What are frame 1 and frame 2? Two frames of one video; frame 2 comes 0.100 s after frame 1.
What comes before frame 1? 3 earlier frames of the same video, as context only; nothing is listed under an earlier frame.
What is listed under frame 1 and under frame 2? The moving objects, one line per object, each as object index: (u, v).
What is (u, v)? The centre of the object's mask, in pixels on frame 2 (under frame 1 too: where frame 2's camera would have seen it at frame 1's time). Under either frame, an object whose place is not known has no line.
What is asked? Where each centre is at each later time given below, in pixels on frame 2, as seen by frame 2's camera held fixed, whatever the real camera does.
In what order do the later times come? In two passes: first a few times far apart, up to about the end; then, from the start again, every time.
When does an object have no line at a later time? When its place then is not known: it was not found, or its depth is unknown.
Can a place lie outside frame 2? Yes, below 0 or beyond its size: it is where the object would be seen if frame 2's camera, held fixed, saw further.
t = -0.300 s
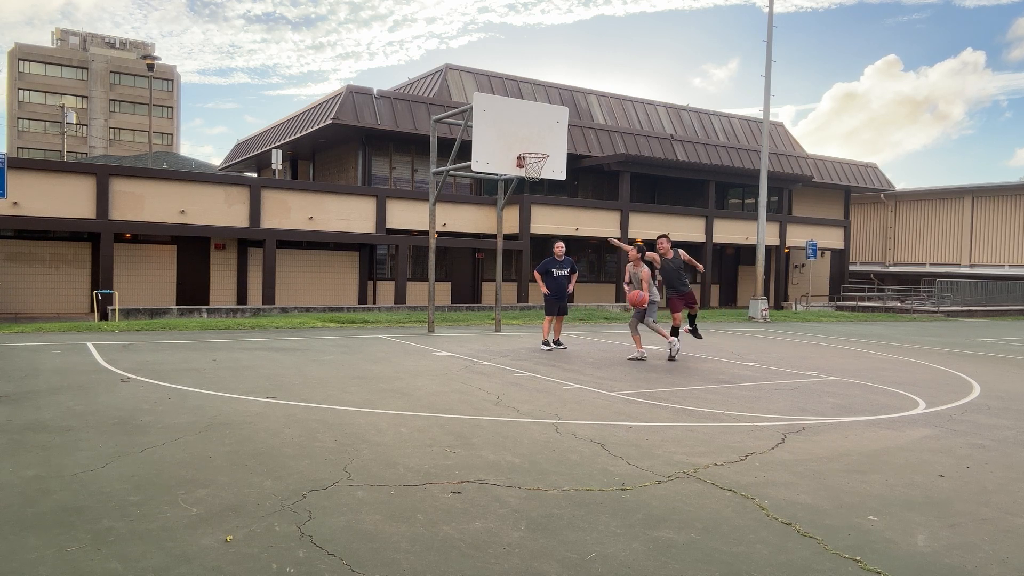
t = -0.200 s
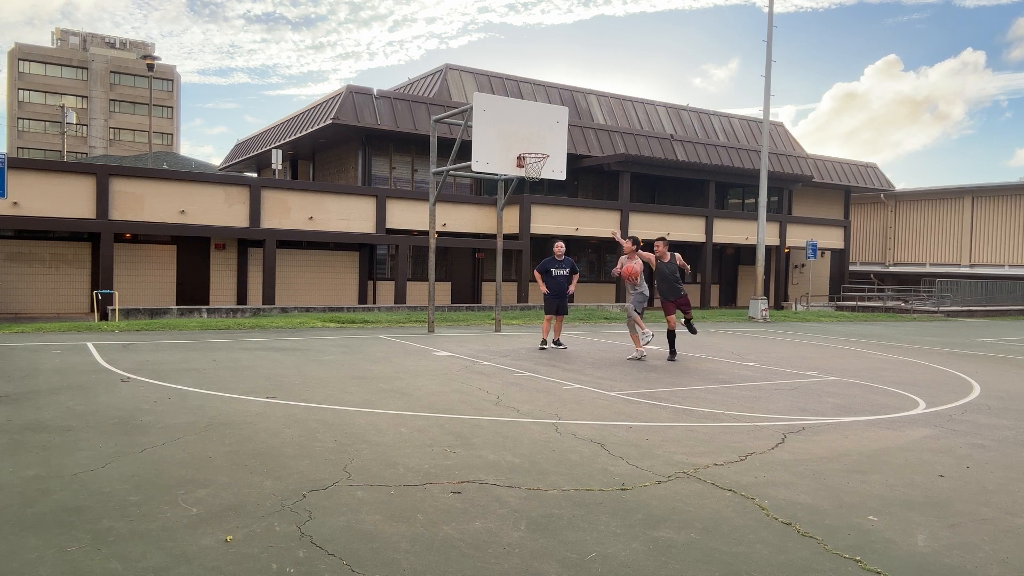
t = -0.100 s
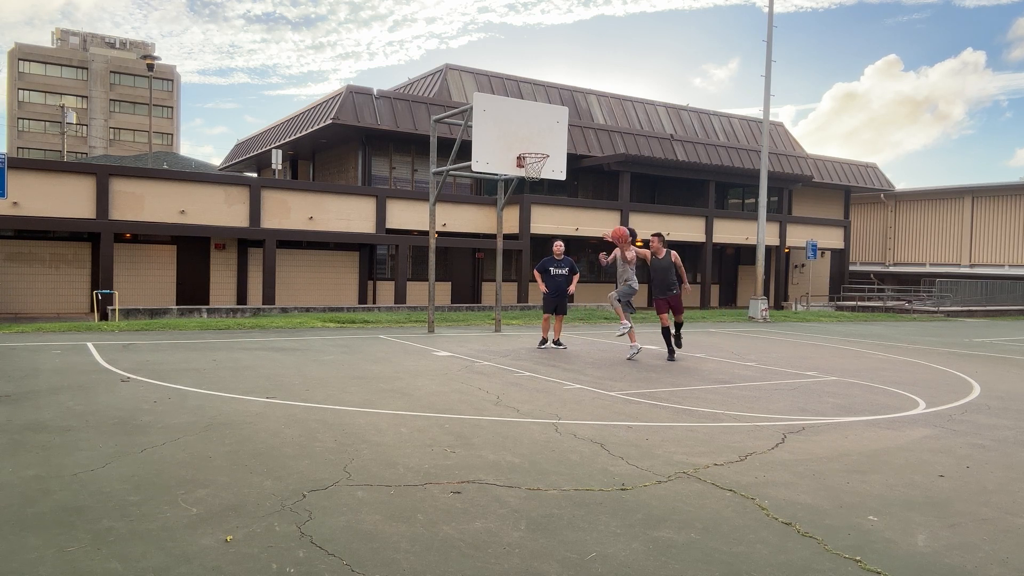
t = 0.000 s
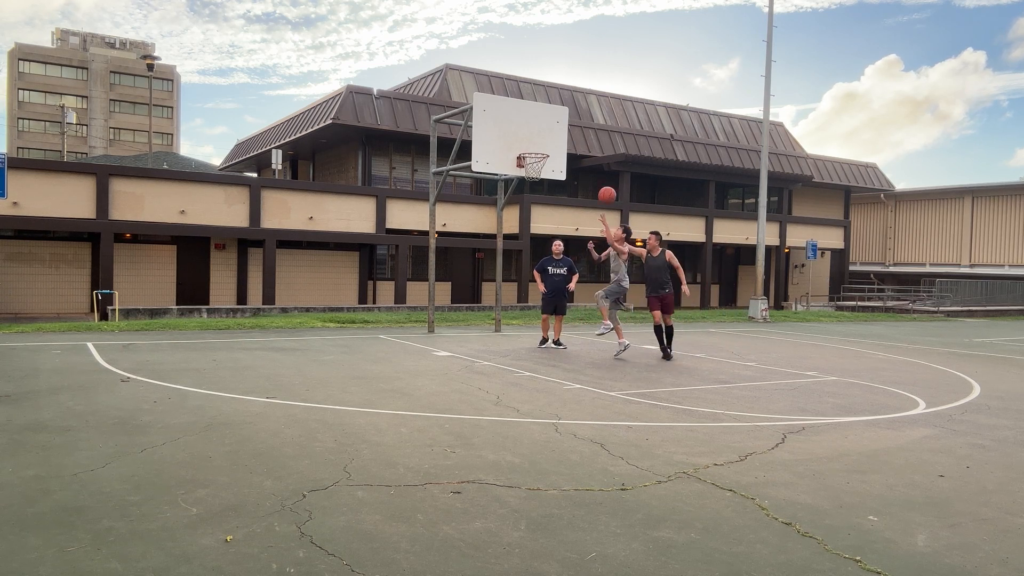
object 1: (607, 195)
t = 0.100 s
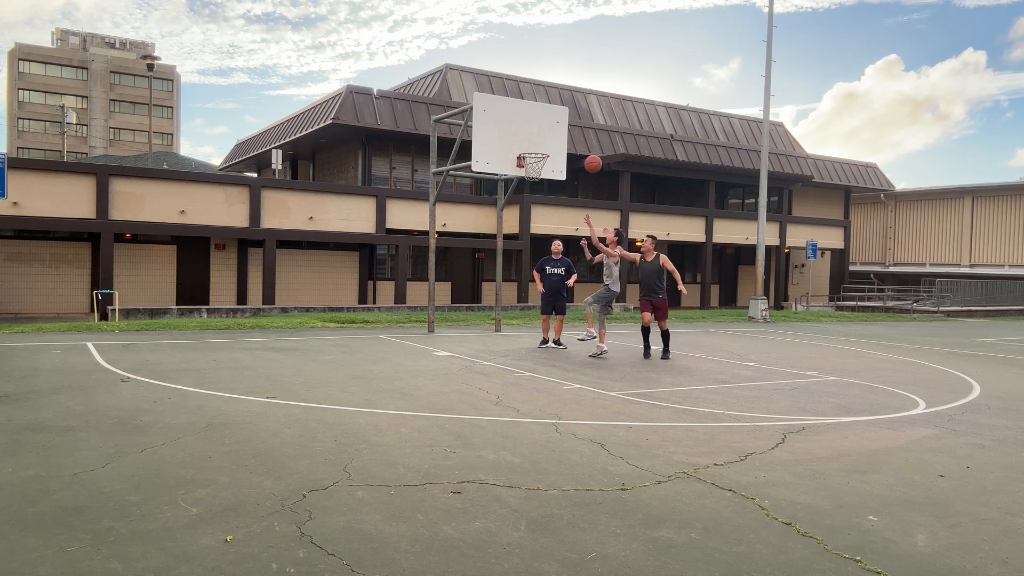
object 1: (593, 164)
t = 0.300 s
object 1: (567, 126)
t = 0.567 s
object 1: (534, 120)
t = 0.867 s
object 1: (532, 149)
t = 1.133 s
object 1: (563, 143)
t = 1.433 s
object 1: (595, 184)
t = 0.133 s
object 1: (588, 155)
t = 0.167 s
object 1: (584, 148)
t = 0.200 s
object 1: (580, 141)
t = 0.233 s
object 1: (575, 135)
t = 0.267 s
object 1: (571, 130)
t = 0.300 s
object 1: (567, 126)
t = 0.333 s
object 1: (562, 123)
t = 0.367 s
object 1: (558, 120)
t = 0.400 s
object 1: (554, 118)
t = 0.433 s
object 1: (550, 117)
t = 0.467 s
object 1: (546, 117)
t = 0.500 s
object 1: (542, 117)
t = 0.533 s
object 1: (538, 119)
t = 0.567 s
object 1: (534, 120)
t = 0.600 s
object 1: (530, 123)
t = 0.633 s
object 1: (527, 126)
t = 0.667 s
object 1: (523, 129)
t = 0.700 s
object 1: (519, 134)
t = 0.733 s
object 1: (517, 138)
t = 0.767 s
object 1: (520, 142)
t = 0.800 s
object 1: (523, 147)
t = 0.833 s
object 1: (527, 148)
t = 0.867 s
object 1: (532, 149)
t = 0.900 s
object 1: (537, 148)
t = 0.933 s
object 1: (541, 145)
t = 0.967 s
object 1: (545, 143)
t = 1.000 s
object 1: (548, 142)
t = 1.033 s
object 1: (552, 141)
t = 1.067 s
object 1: (556, 141)
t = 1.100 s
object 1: (559, 141)
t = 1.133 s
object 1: (563, 143)
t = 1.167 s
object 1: (567, 145)
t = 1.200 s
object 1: (571, 147)
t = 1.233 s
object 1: (574, 150)
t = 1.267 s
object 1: (577, 154)
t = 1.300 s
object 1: (581, 159)
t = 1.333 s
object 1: (584, 164)
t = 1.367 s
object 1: (588, 170)
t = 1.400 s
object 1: (591, 177)
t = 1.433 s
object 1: (595, 184)
